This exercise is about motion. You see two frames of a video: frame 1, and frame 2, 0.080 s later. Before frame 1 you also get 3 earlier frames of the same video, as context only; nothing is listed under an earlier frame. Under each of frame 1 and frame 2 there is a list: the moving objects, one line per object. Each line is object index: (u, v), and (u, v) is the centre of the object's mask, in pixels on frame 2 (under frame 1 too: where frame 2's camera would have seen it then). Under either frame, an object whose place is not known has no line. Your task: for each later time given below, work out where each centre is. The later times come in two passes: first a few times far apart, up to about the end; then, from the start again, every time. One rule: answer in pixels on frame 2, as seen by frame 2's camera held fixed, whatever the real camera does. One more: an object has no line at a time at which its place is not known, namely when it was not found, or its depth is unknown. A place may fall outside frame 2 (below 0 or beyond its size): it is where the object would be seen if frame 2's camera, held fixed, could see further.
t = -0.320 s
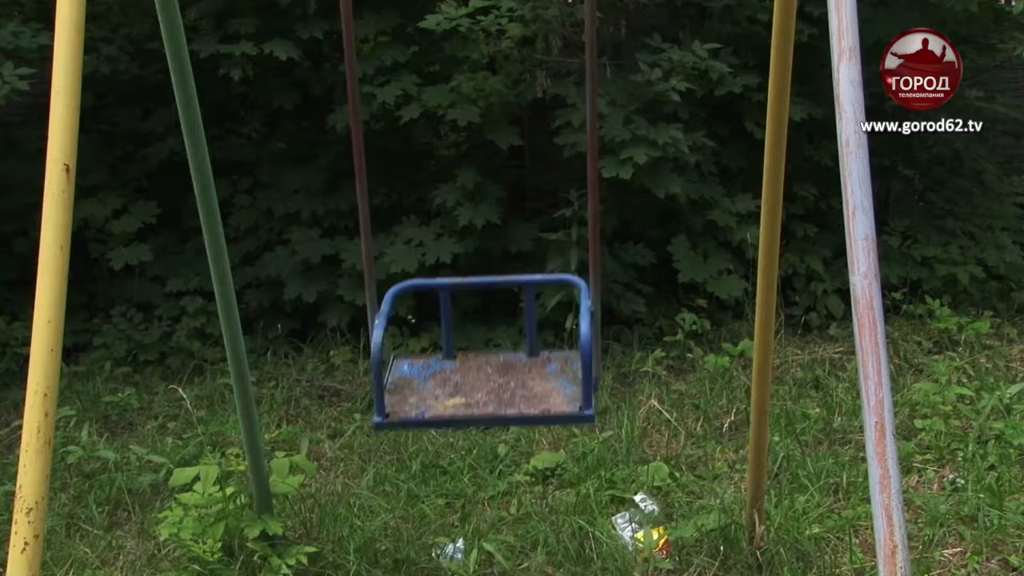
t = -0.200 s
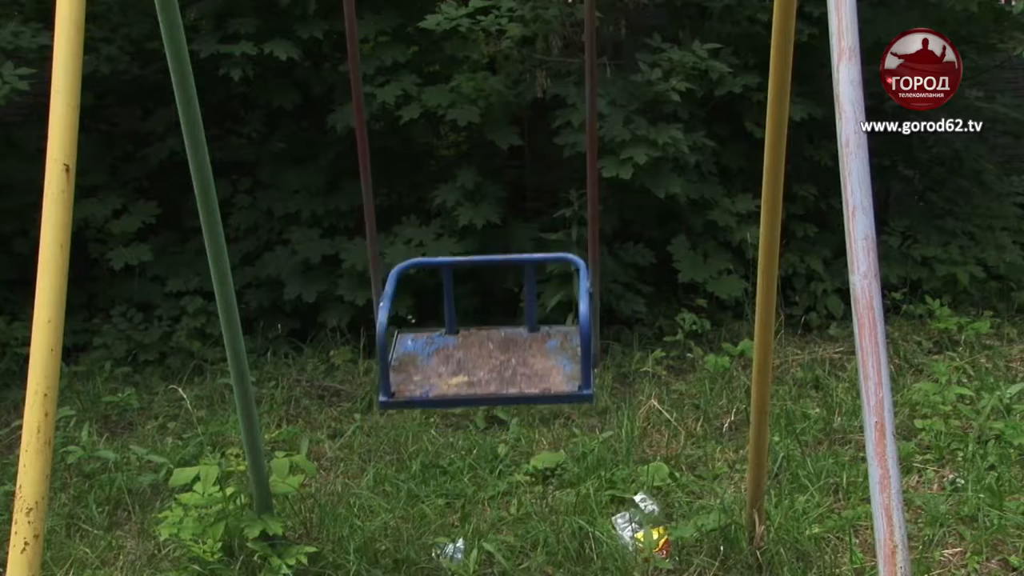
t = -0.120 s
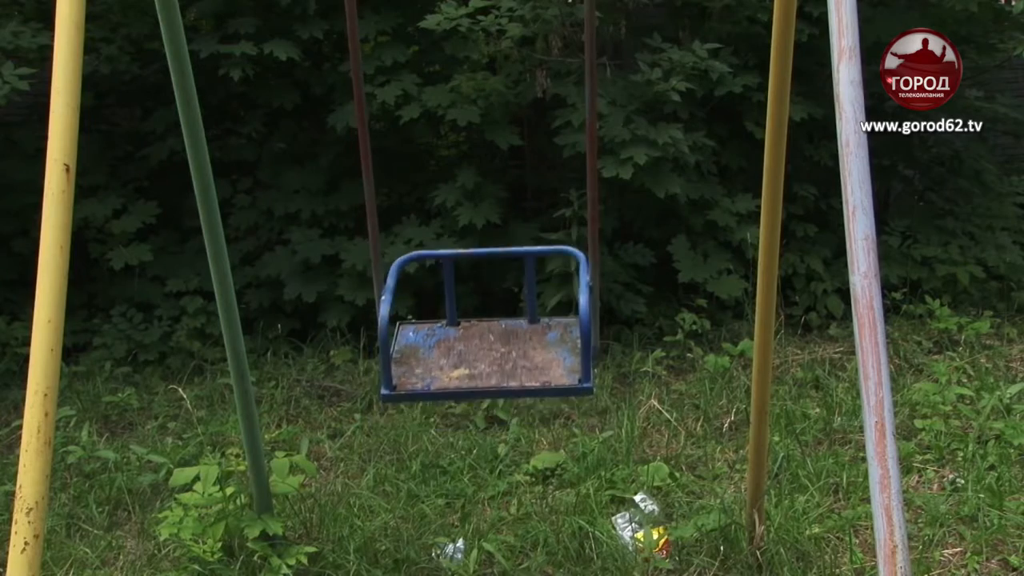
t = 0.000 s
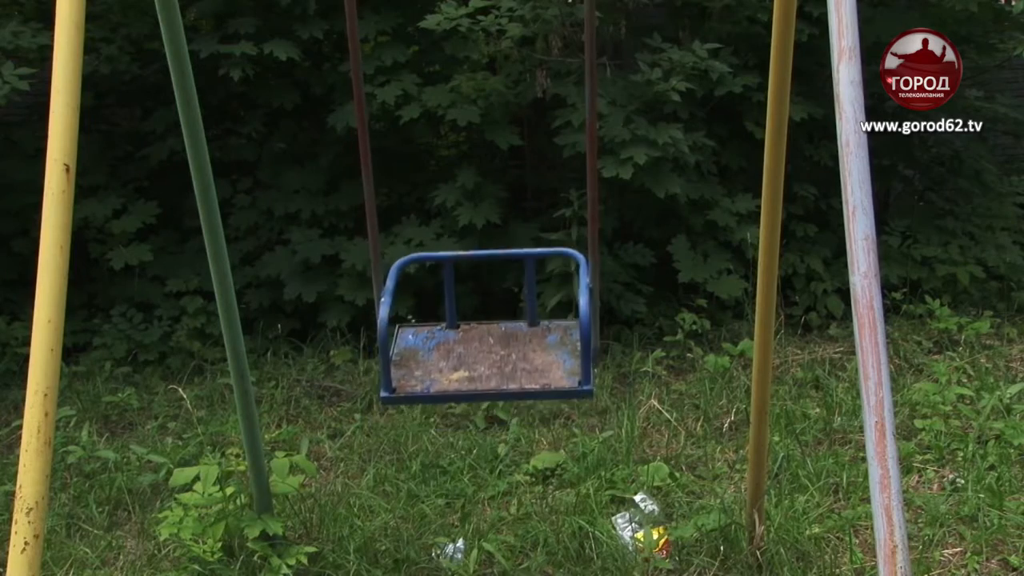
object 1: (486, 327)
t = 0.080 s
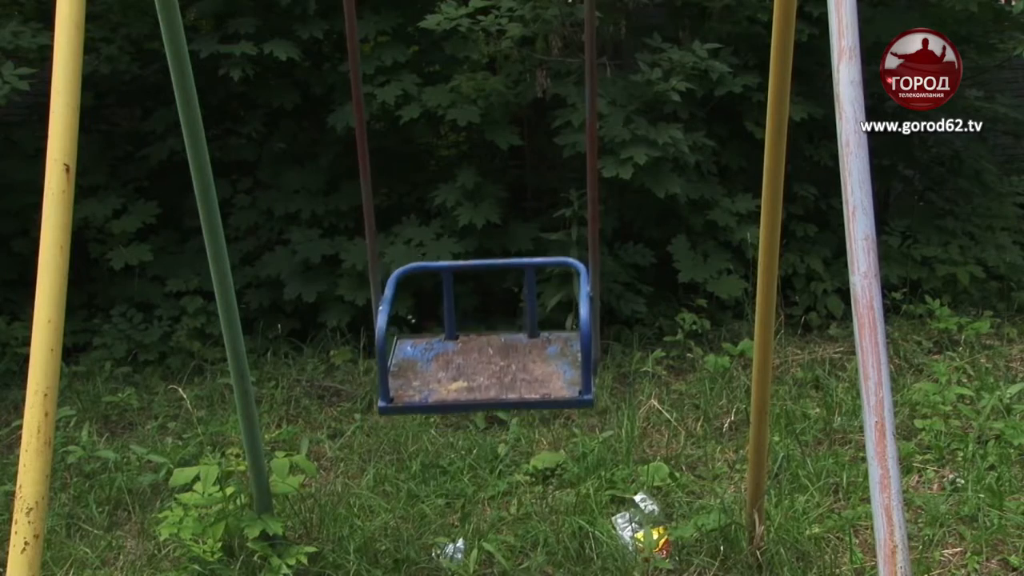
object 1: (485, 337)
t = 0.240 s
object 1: (481, 371)
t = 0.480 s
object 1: (467, 427)
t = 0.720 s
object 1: (445, 440)
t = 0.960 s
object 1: (429, 429)
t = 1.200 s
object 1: (433, 433)
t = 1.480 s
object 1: (457, 439)
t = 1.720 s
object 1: (475, 402)
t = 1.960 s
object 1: (484, 346)
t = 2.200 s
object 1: (486, 327)
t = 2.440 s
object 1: (482, 363)
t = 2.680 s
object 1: (470, 421)
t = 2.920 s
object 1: (449, 439)
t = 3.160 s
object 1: (432, 432)
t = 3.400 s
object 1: (432, 432)
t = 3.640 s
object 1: (450, 439)
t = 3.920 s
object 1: (474, 411)
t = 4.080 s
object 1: (481, 373)
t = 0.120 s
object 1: (484, 343)
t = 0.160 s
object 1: (483, 352)
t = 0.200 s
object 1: (482, 361)
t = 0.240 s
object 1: (481, 371)
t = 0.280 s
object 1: (479, 381)
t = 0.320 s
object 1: (478, 392)
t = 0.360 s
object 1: (475, 402)
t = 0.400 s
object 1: (473, 411)
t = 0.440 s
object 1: (470, 420)
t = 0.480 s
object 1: (467, 427)
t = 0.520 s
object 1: (463, 433)
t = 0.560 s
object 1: (460, 437)
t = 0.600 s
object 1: (456, 438)
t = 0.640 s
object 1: (452, 439)
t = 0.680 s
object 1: (449, 439)
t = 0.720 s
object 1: (445, 440)
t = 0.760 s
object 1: (442, 440)
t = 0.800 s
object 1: (438, 438)
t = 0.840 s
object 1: (436, 436)
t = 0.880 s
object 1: (433, 433)
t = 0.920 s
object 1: (431, 431)
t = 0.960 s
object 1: (429, 429)
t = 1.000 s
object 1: (428, 428)
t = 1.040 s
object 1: (429, 427)
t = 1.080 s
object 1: (429, 428)
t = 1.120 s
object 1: (430, 429)
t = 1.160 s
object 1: (431, 431)
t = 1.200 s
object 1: (433, 433)
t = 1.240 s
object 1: (436, 436)
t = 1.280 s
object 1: (439, 438)
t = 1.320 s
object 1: (442, 439)
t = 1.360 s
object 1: (446, 440)
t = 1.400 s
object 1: (449, 439)
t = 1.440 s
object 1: (453, 439)
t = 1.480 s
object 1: (457, 439)
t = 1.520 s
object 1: (460, 437)
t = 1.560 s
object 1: (464, 433)
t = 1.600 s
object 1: (467, 427)
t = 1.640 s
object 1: (470, 420)
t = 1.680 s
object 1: (473, 412)
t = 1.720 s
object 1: (475, 402)
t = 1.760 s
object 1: (477, 392)
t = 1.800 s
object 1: (479, 383)
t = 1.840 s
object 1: (481, 372)
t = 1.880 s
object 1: (482, 363)
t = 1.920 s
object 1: (483, 354)
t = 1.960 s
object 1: (484, 346)
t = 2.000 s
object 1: (484, 339)
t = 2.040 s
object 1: (485, 333)
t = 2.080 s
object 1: (486, 330)
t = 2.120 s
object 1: (486, 327)
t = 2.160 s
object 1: (486, 326)
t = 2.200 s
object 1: (486, 327)
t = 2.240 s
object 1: (486, 330)
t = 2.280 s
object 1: (485, 334)
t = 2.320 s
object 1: (485, 339)
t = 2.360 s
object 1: (484, 346)
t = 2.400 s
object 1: (483, 354)
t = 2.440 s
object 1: (482, 363)
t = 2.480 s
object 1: (481, 373)
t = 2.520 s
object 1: (479, 383)
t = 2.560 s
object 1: (477, 393)
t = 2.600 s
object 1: (475, 403)
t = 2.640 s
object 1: (472, 412)
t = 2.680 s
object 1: (470, 421)
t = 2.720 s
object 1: (467, 428)
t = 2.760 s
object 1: (463, 433)
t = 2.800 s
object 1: (459, 437)
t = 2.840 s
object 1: (455, 438)
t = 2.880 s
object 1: (452, 438)
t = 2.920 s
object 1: (449, 439)
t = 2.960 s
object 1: (445, 440)
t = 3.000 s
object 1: (442, 439)
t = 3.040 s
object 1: (439, 438)
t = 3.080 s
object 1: (436, 436)
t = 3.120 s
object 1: (434, 434)
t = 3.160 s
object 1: (432, 432)
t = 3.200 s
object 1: (430, 430)
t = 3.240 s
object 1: (429, 429)
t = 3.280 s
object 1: (429, 428)
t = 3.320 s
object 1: (430, 429)
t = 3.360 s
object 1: (430, 430)
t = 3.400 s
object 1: (432, 432)
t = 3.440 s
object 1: (434, 434)
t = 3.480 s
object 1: (437, 436)
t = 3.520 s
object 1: (440, 438)
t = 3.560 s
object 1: (443, 440)
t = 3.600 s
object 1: (446, 440)
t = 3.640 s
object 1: (450, 439)
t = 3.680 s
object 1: (453, 439)
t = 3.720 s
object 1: (457, 438)
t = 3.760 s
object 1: (460, 436)
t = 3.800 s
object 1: (464, 432)
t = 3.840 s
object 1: (467, 426)
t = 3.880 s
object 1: (471, 419)
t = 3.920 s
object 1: (474, 411)
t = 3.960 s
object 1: (475, 402)
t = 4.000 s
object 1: (477, 392)
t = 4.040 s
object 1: (479, 383)
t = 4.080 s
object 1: (481, 373)
